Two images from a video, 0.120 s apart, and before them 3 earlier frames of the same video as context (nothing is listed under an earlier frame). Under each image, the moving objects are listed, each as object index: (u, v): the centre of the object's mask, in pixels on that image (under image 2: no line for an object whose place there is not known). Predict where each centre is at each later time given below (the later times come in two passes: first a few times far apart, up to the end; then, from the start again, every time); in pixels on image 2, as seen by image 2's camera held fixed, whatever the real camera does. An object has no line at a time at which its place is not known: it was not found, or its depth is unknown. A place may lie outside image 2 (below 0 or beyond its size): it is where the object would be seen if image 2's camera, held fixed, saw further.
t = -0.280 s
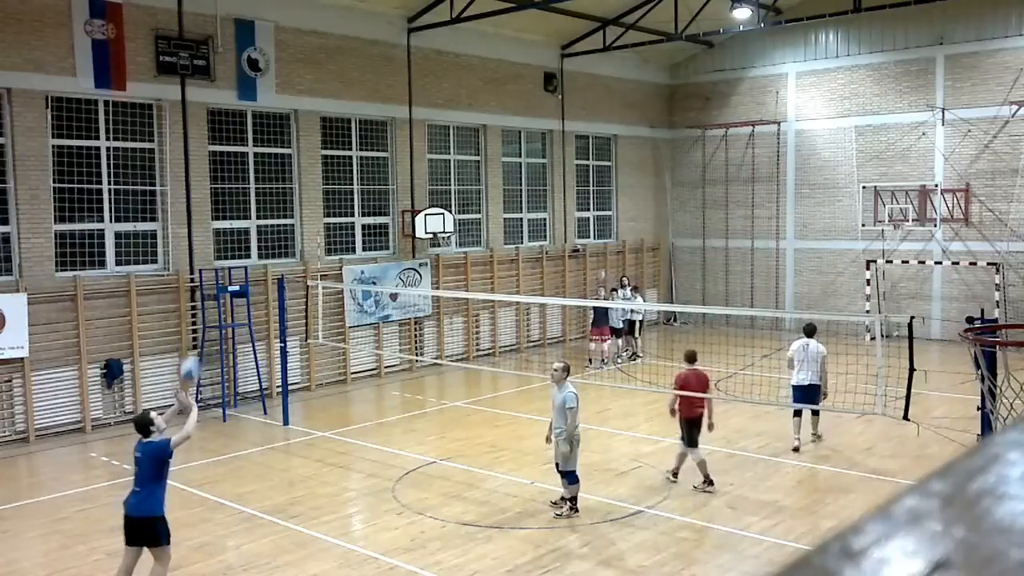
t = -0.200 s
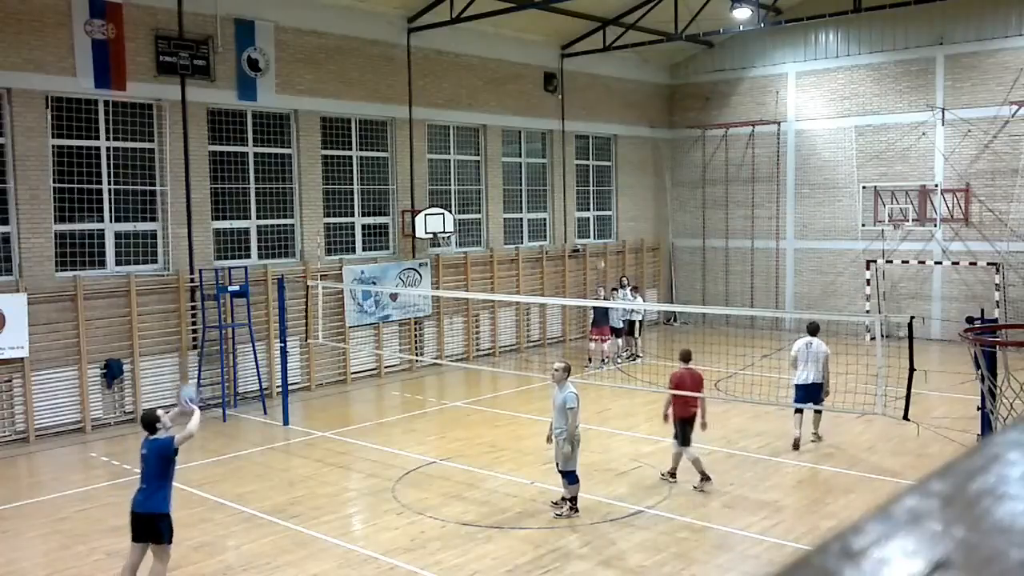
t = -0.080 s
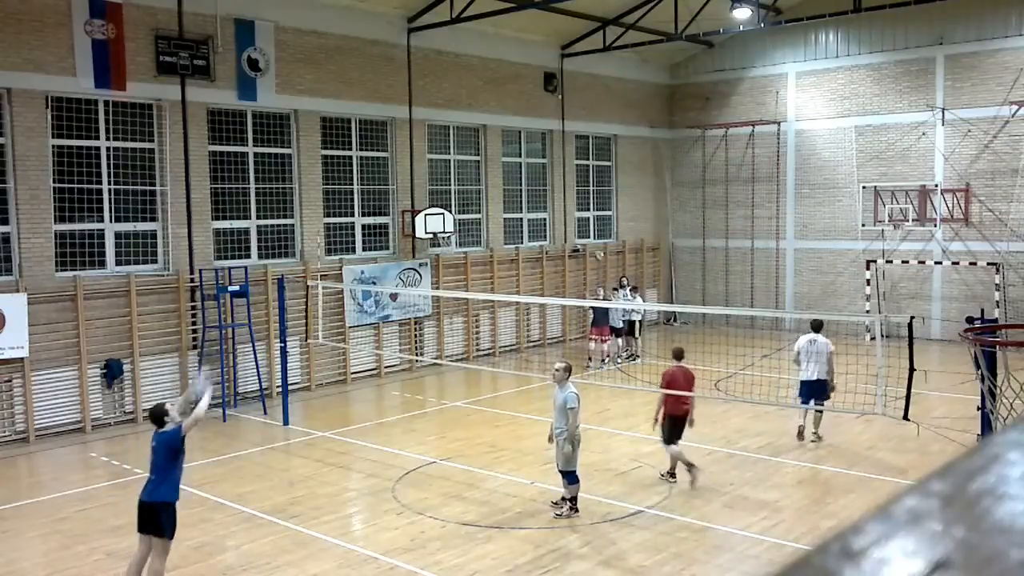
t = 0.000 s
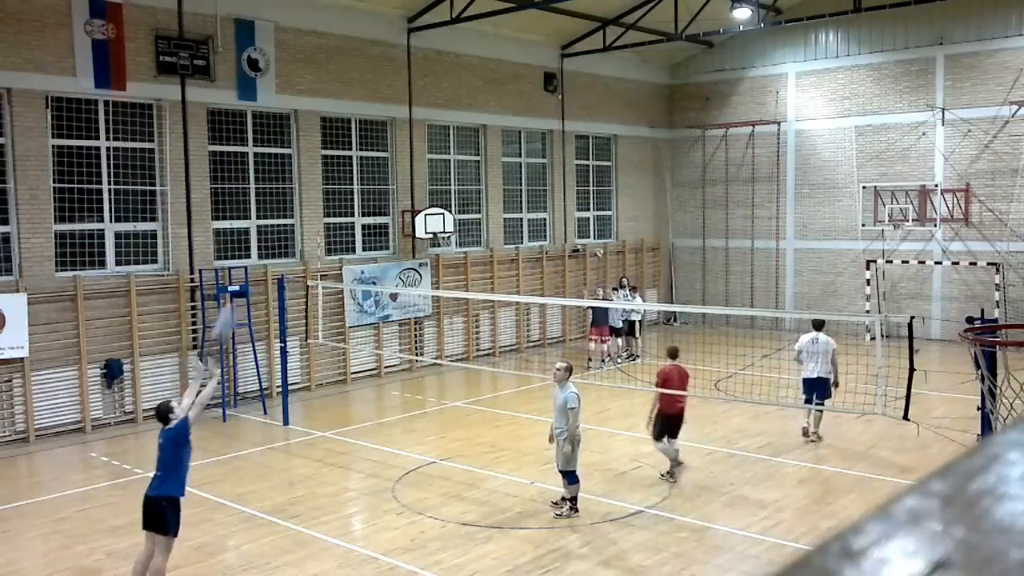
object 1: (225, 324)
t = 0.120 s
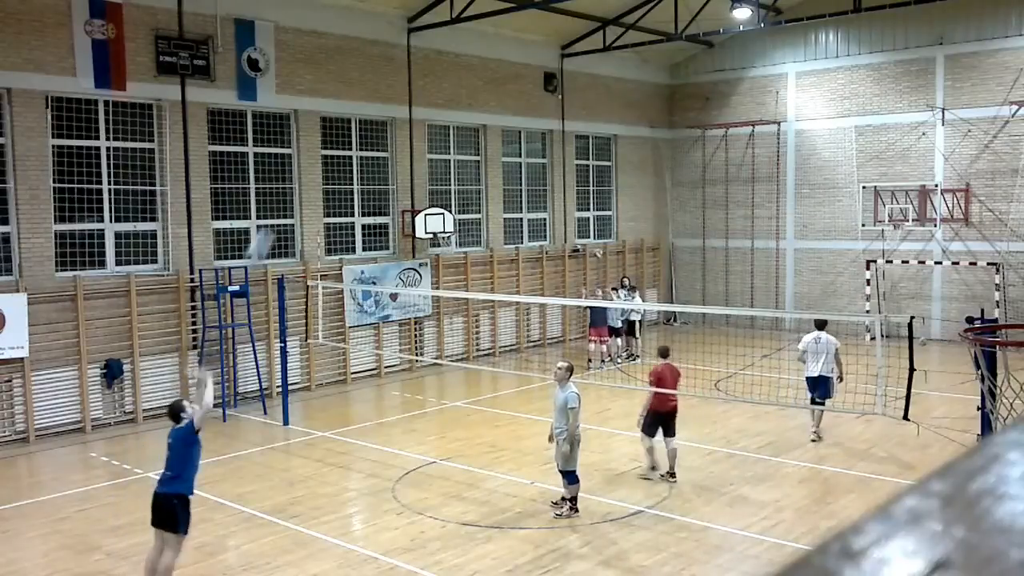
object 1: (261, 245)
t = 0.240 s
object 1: (294, 185)
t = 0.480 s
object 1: (355, 123)
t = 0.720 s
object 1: (411, 117)
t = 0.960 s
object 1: (462, 163)
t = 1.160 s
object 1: (498, 232)
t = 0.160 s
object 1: (272, 225)
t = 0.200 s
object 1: (283, 205)
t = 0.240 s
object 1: (294, 185)
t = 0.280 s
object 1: (305, 170)
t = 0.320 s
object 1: (317, 157)
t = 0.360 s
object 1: (325, 147)
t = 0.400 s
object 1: (335, 137)
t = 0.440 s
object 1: (345, 130)
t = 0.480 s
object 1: (355, 123)
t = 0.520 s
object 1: (364, 118)
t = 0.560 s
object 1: (373, 116)
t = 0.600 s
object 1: (383, 112)
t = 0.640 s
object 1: (393, 112)
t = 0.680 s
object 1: (402, 113)
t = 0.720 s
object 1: (411, 117)
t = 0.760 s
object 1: (419, 120)
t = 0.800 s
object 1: (428, 126)
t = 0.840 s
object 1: (435, 133)
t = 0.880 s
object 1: (443, 142)
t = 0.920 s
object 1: (451, 151)
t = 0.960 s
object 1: (462, 163)
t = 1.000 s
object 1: (469, 175)
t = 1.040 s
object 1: (476, 187)
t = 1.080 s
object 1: (483, 202)
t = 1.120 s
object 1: (492, 217)
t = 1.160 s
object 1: (498, 232)
